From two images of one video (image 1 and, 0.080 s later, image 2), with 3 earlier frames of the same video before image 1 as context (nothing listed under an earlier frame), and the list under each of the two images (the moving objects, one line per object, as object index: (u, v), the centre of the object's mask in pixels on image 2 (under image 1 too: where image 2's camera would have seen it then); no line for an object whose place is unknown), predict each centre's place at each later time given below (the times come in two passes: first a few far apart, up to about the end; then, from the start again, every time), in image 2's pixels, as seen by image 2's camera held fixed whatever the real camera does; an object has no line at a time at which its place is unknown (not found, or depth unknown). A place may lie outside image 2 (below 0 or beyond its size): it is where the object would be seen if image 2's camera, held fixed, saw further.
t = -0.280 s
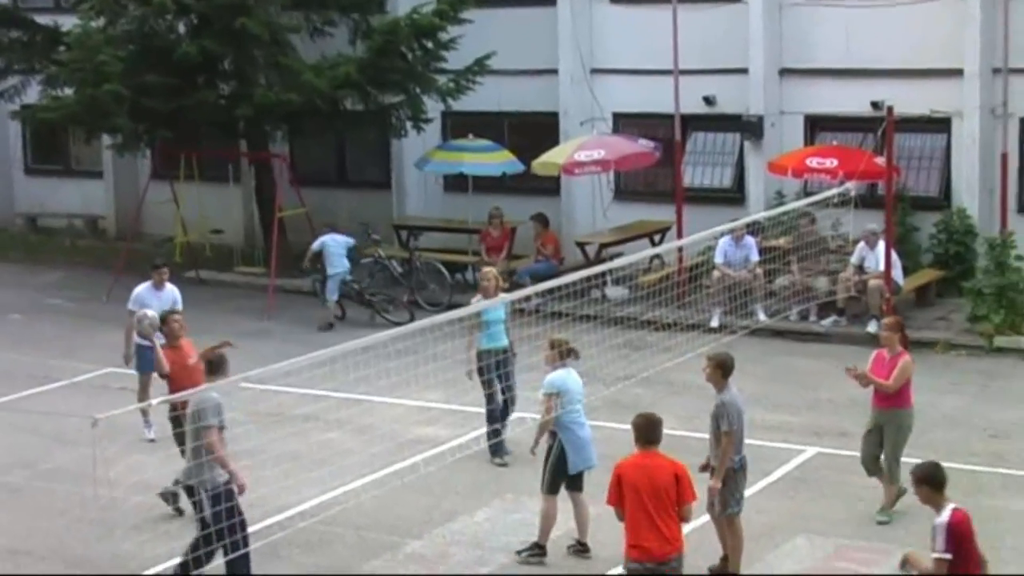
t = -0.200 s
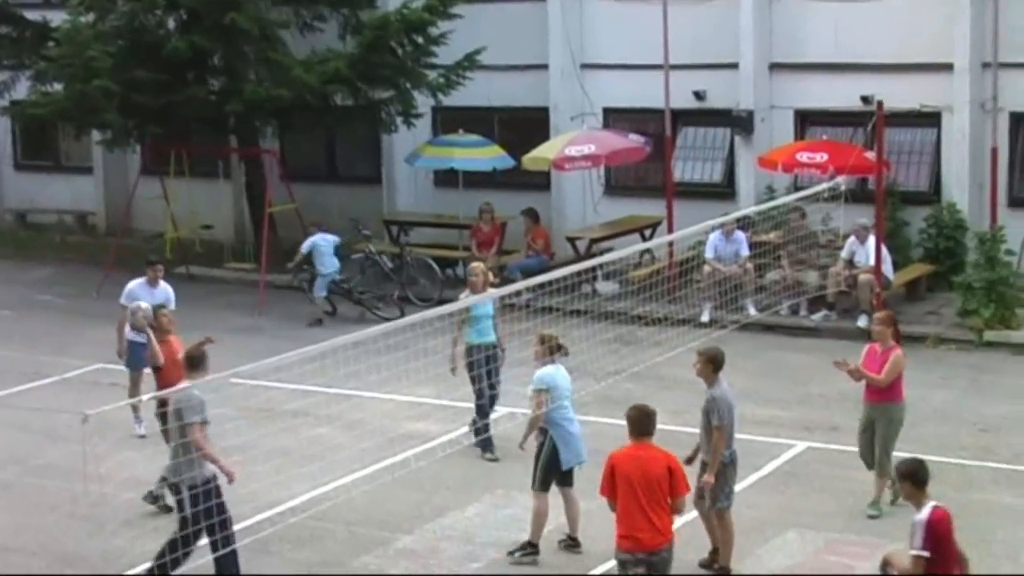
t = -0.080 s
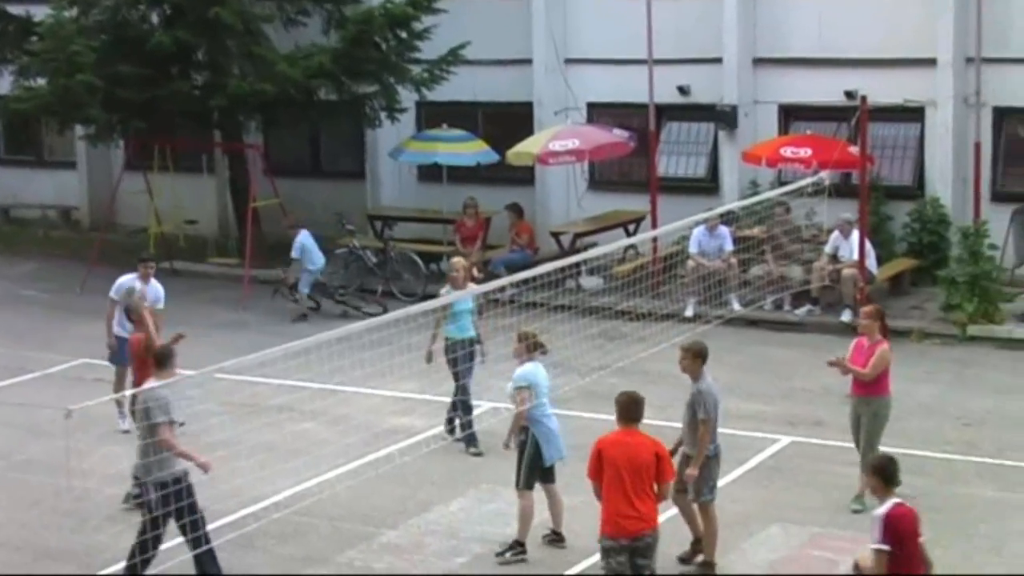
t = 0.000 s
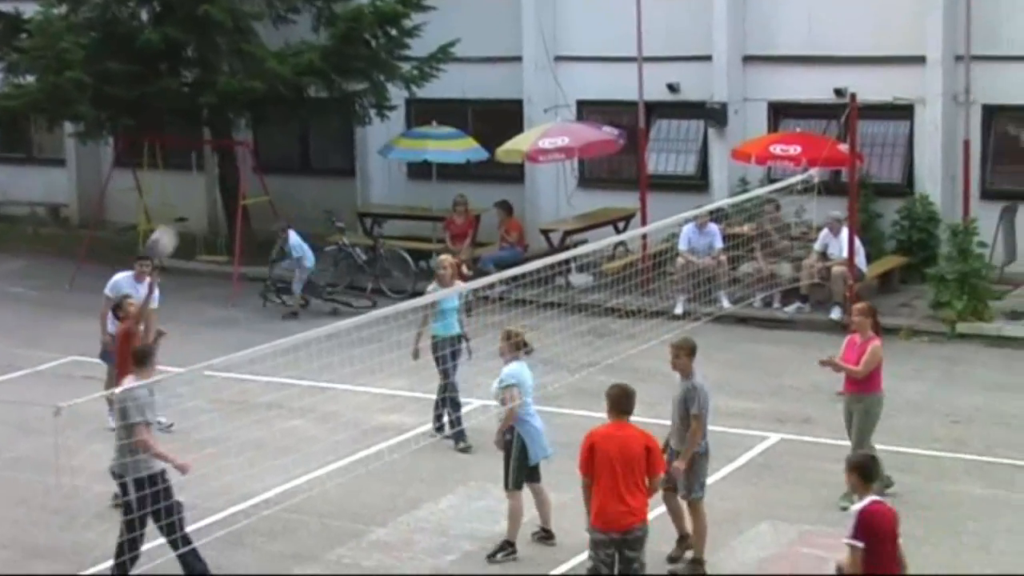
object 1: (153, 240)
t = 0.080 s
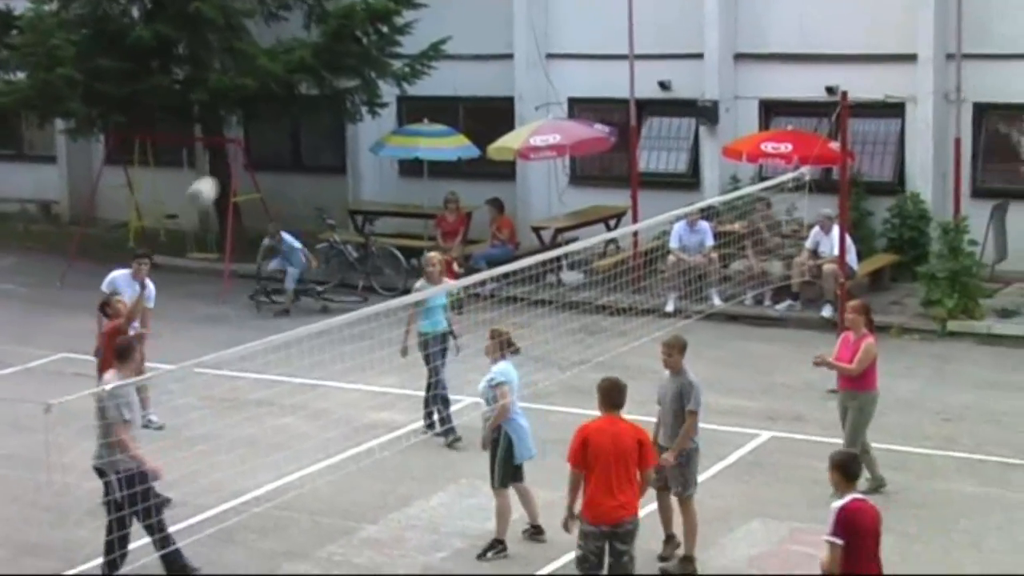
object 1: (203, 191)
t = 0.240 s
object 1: (304, 123)
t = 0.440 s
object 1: (430, 75)
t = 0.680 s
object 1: (588, 83)
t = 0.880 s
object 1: (715, 139)
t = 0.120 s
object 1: (228, 171)
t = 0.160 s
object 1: (253, 153)
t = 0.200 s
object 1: (278, 138)
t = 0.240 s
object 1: (304, 123)
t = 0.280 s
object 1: (330, 110)
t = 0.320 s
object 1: (355, 98)
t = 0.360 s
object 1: (381, 89)
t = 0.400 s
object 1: (405, 80)
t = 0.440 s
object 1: (430, 75)
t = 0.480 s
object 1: (458, 71)
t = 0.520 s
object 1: (485, 70)
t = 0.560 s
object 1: (510, 69)
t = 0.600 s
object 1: (536, 71)
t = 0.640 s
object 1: (561, 75)
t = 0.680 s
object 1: (588, 83)
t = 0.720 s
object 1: (613, 90)
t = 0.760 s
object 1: (642, 101)
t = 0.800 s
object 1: (667, 109)
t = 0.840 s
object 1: (693, 125)
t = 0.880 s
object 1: (715, 139)
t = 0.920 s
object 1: (746, 160)
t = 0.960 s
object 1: (771, 178)
